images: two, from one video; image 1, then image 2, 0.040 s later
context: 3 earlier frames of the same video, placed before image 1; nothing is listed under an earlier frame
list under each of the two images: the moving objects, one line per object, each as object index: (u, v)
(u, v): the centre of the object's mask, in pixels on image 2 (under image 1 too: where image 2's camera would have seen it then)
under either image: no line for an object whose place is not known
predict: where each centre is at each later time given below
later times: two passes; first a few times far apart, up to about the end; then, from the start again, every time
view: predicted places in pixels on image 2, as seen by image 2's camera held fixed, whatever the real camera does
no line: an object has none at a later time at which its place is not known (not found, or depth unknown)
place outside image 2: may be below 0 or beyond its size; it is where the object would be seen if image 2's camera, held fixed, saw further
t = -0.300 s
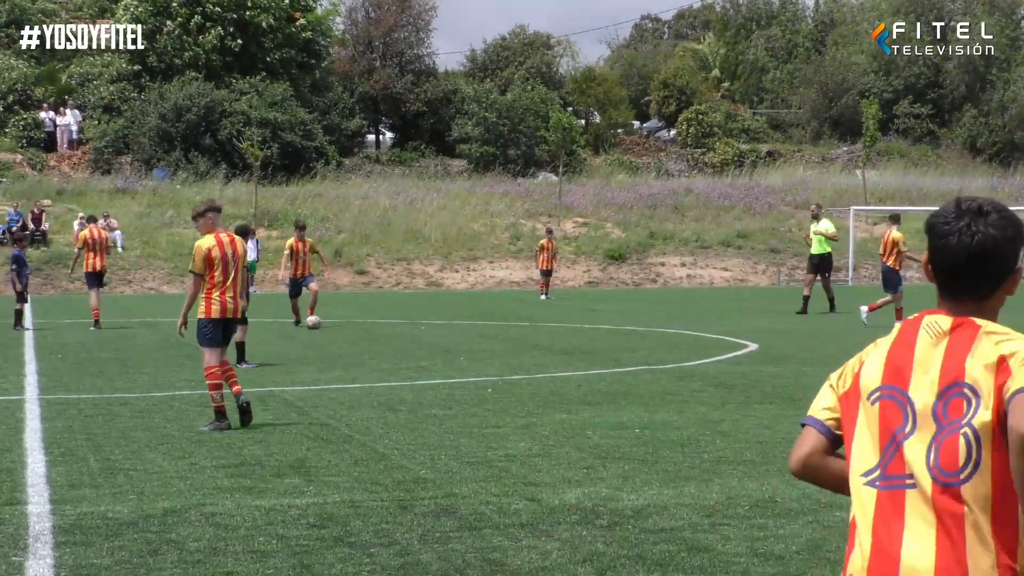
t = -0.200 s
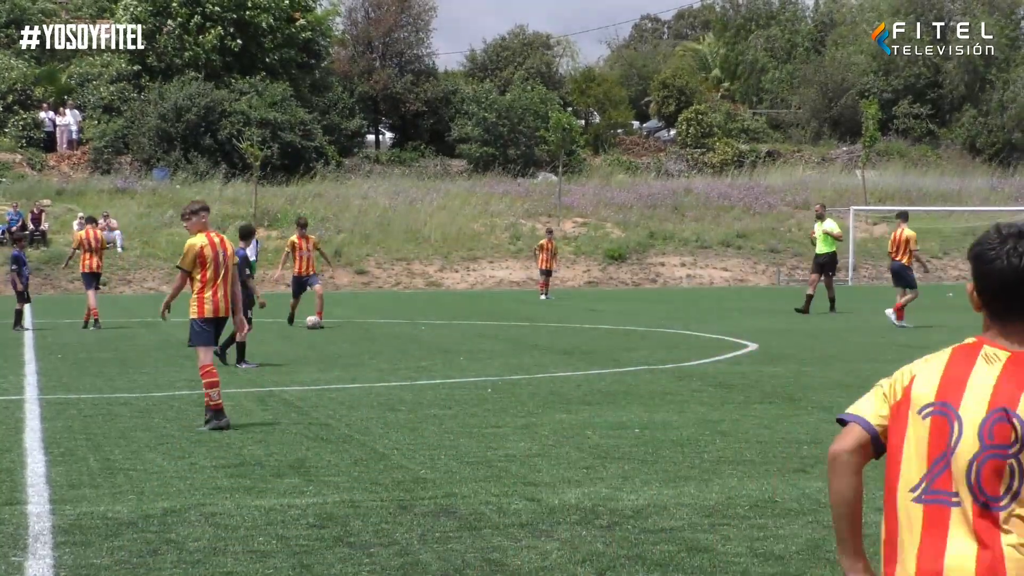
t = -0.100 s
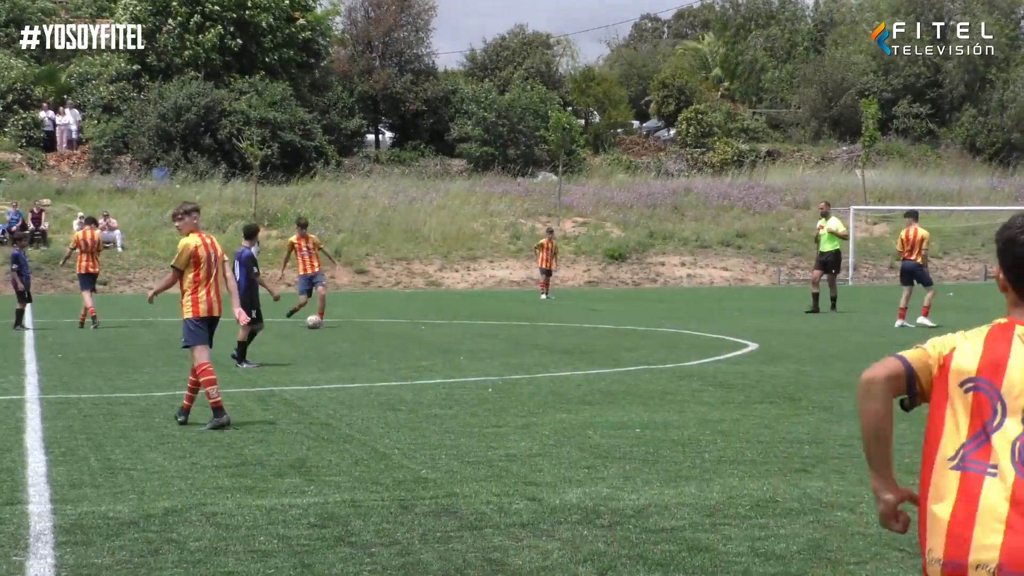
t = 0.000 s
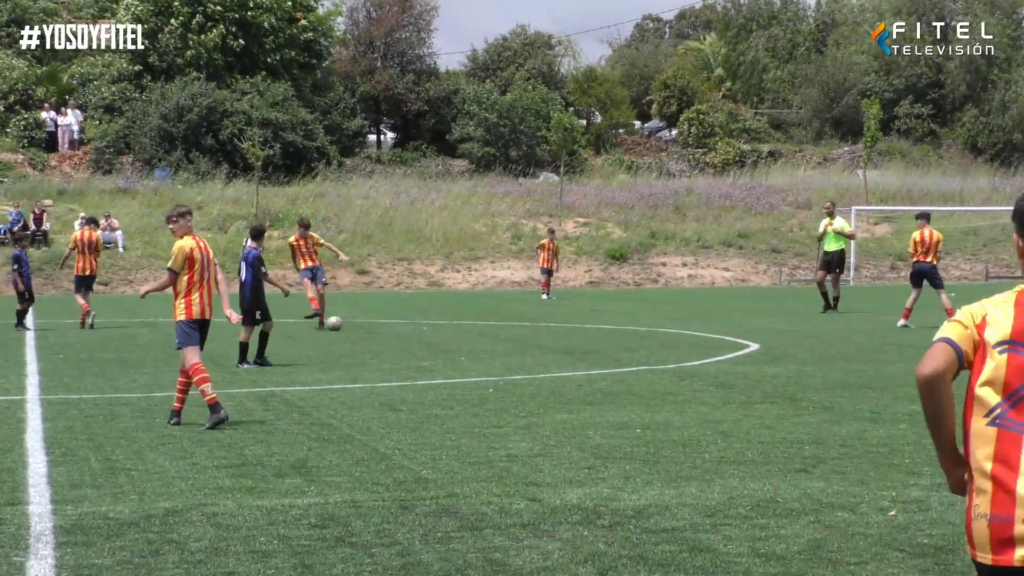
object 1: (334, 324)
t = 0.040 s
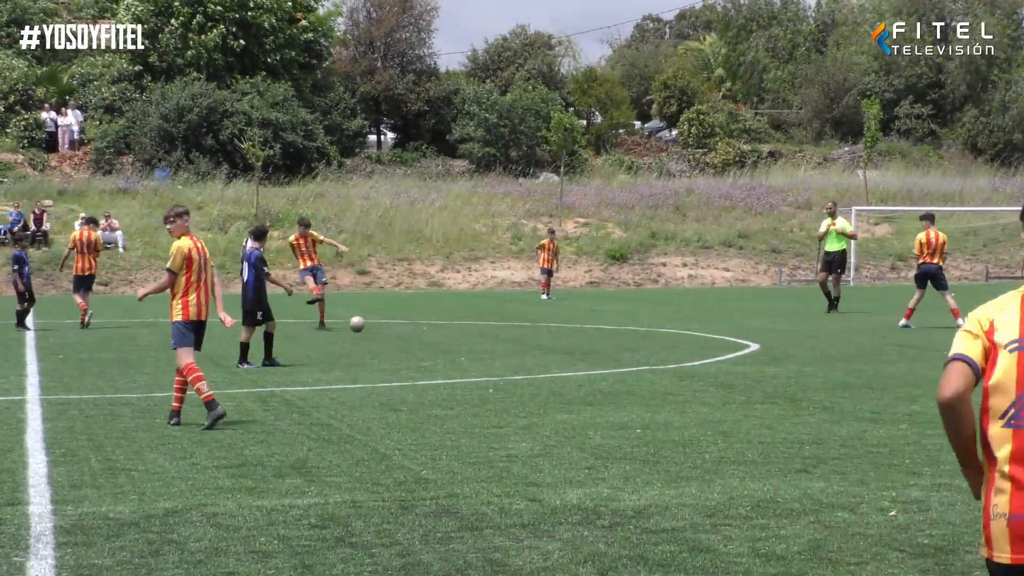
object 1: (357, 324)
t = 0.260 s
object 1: (489, 332)
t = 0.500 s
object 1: (643, 343)
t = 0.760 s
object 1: (815, 354)
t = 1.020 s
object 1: (1005, 363)
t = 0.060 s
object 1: (368, 324)
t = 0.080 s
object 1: (380, 325)
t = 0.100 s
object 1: (392, 326)
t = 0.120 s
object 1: (404, 327)
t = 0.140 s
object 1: (417, 329)
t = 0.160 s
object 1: (429, 329)
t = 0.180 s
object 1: (440, 330)
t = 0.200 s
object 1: (452, 330)
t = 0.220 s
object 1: (464, 330)
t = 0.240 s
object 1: (477, 331)
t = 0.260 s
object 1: (489, 332)
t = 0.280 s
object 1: (502, 334)
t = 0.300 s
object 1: (515, 335)
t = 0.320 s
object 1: (528, 336)
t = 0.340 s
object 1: (541, 336)
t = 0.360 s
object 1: (553, 337)
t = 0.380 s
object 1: (565, 337)
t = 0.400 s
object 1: (578, 337)
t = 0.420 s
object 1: (591, 338)
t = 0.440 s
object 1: (604, 340)
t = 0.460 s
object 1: (618, 341)
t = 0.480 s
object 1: (631, 342)
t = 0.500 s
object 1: (643, 343)
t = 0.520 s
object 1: (656, 344)
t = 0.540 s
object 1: (670, 344)
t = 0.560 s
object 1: (682, 345)
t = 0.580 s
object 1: (695, 346)
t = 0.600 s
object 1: (708, 346)
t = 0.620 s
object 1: (721, 347)
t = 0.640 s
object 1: (735, 349)
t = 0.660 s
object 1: (749, 350)
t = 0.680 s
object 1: (762, 350)
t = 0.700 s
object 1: (775, 352)
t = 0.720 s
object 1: (789, 352)
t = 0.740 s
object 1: (802, 353)
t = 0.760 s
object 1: (815, 354)
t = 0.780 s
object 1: (828, 354)
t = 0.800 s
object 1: (842, 355)
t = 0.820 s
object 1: (856, 355)
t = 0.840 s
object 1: (870, 356)
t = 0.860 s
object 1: (885, 356)
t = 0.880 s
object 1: (900, 357)
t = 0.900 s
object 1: (914, 358)
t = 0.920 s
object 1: (929, 359)
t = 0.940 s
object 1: (944, 359)
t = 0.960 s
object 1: (959, 360)
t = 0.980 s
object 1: (974, 361)
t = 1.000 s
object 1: (990, 362)
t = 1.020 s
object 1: (1005, 363)
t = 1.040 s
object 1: (1022, 364)
